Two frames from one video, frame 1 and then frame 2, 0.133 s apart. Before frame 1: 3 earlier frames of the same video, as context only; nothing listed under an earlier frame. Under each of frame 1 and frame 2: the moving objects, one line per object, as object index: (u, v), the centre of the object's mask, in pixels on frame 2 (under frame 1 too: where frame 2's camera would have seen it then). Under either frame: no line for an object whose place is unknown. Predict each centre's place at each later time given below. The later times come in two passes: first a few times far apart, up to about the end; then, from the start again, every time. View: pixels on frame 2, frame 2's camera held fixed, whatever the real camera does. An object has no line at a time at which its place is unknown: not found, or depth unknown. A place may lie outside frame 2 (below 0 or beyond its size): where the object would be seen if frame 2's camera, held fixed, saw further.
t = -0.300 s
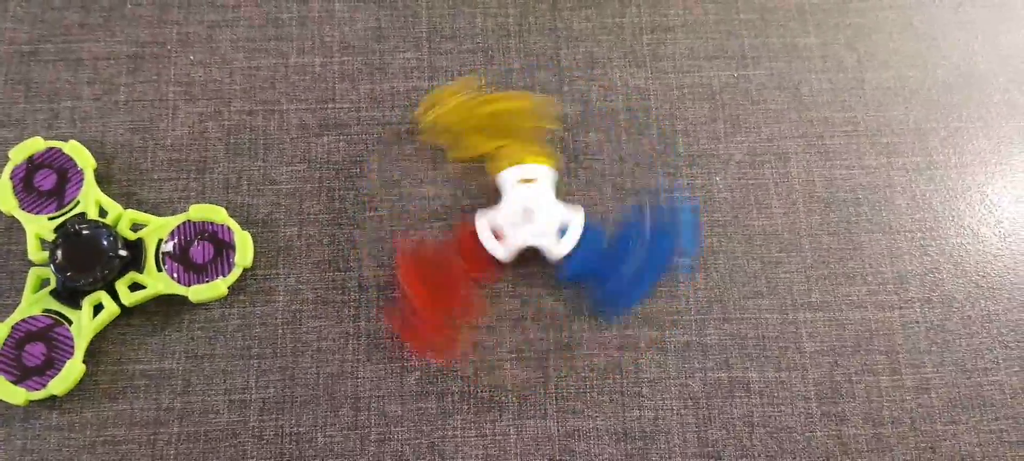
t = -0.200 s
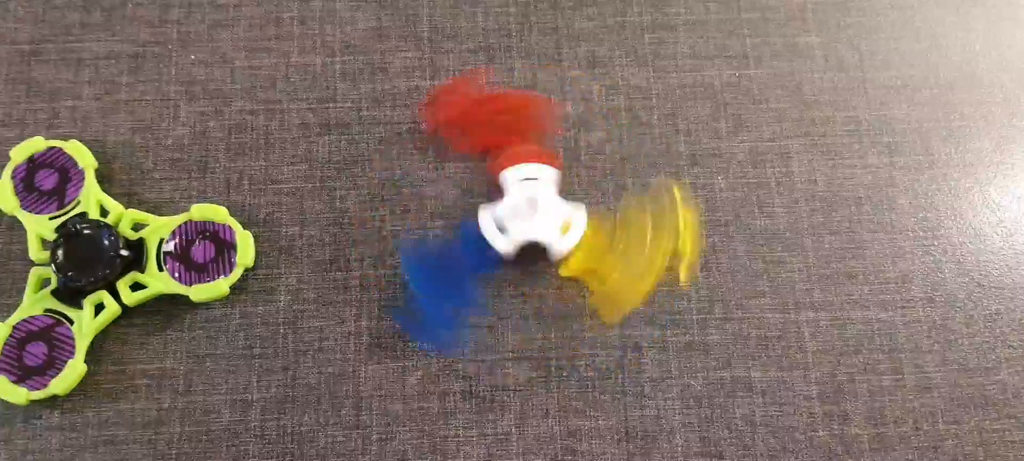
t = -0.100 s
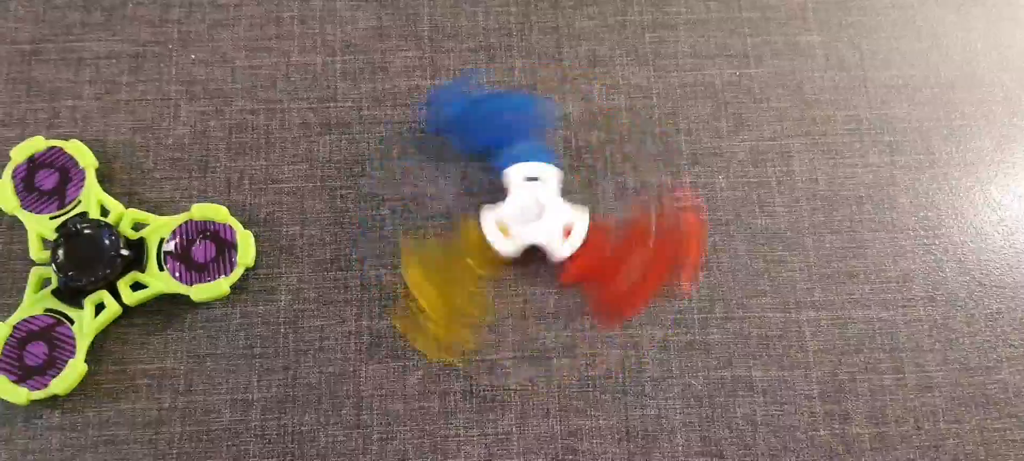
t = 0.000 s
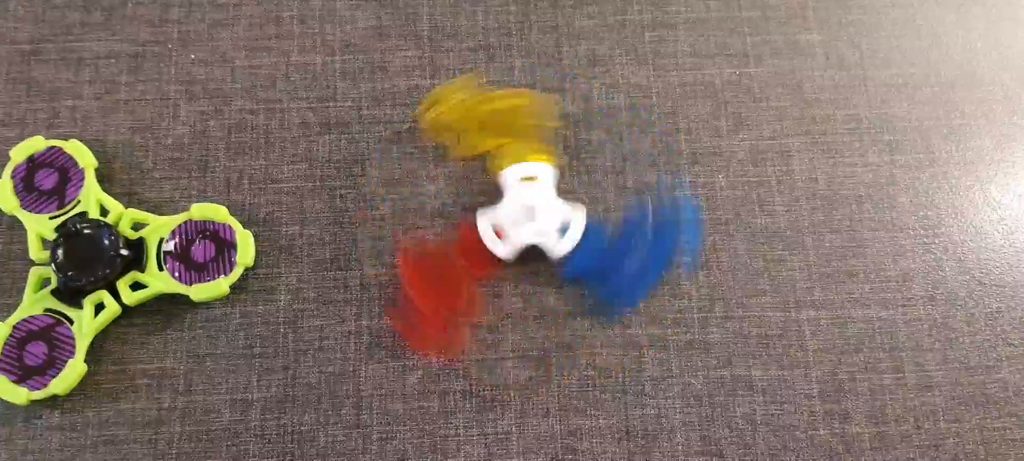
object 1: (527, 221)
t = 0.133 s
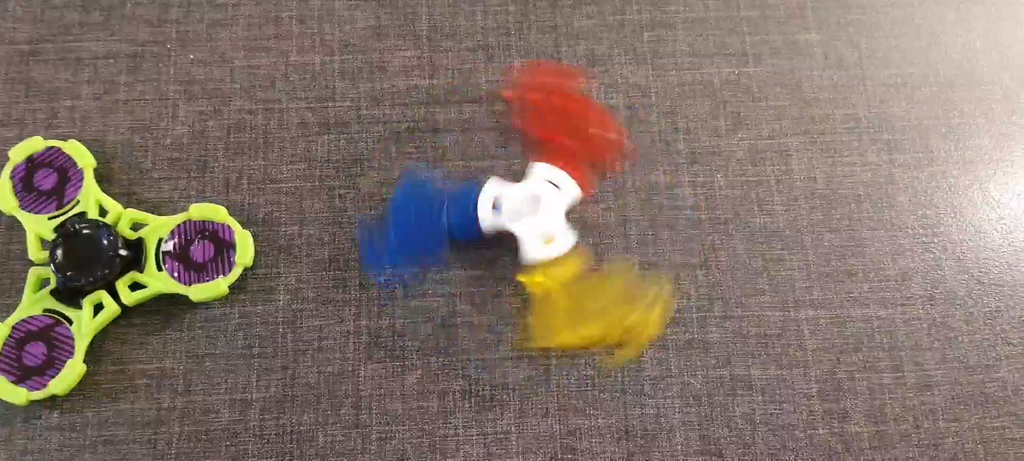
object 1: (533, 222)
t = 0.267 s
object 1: (523, 225)
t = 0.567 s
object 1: (525, 225)
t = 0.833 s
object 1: (530, 227)
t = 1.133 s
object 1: (530, 227)
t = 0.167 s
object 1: (531, 225)
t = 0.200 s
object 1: (531, 226)
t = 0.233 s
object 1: (528, 226)
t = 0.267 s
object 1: (523, 225)
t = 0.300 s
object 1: (526, 221)
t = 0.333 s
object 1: (526, 221)
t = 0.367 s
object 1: (525, 221)
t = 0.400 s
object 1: (534, 216)
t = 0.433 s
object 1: (535, 220)
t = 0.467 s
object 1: (533, 227)
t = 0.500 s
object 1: (532, 227)
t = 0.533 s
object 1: (528, 227)
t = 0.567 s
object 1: (525, 225)
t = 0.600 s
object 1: (526, 221)
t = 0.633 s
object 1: (525, 220)
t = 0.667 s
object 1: (527, 222)
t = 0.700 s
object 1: (530, 219)
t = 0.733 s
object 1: (534, 220)
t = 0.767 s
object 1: (533, 226)
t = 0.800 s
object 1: (531, 226)
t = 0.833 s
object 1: (530, 227)
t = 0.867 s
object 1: (526, 230)
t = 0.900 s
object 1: (523, 225)
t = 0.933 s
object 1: (526, 222)
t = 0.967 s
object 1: (527, 224)
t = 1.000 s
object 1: (529, 222)
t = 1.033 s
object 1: (531, 219)
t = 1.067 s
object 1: (535, 224)
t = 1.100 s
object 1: (532, 225)
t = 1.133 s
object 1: (530, 227)
